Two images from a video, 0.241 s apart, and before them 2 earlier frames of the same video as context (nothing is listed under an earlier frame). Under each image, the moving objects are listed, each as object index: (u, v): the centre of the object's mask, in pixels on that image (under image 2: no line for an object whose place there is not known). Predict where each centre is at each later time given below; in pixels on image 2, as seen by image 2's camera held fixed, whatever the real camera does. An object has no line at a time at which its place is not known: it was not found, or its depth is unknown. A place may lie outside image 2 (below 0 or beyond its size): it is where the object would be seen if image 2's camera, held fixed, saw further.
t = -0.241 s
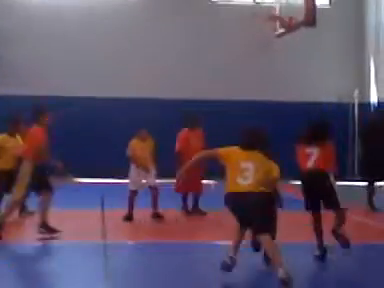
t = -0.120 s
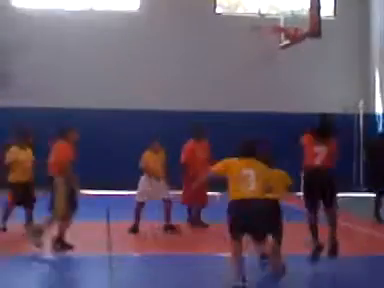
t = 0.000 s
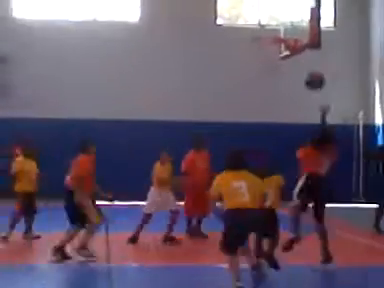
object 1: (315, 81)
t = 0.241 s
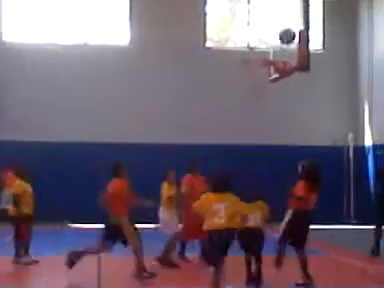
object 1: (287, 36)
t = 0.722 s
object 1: (258, 34)
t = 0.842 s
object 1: (250, 57)
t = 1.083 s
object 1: (239, 124)
